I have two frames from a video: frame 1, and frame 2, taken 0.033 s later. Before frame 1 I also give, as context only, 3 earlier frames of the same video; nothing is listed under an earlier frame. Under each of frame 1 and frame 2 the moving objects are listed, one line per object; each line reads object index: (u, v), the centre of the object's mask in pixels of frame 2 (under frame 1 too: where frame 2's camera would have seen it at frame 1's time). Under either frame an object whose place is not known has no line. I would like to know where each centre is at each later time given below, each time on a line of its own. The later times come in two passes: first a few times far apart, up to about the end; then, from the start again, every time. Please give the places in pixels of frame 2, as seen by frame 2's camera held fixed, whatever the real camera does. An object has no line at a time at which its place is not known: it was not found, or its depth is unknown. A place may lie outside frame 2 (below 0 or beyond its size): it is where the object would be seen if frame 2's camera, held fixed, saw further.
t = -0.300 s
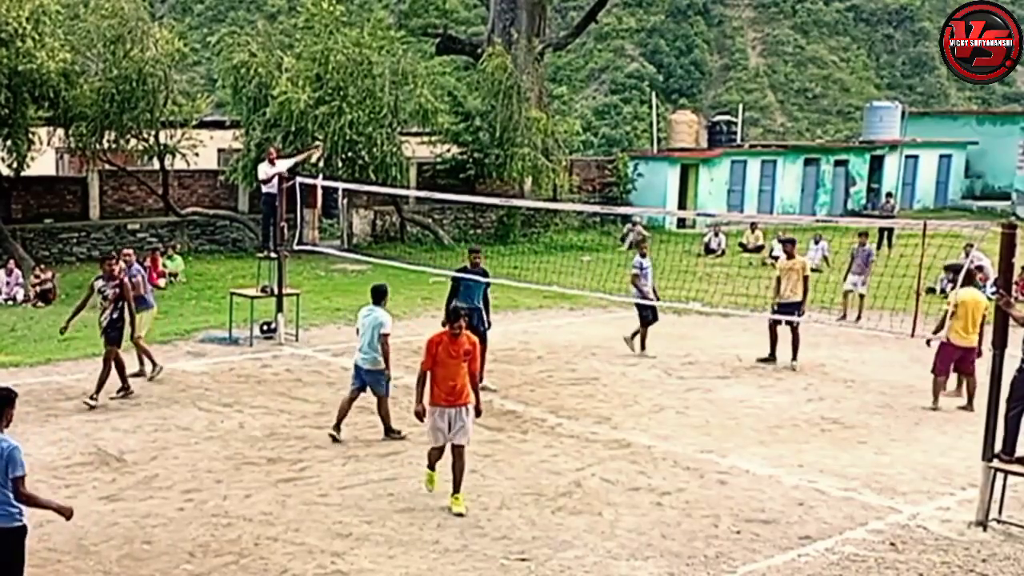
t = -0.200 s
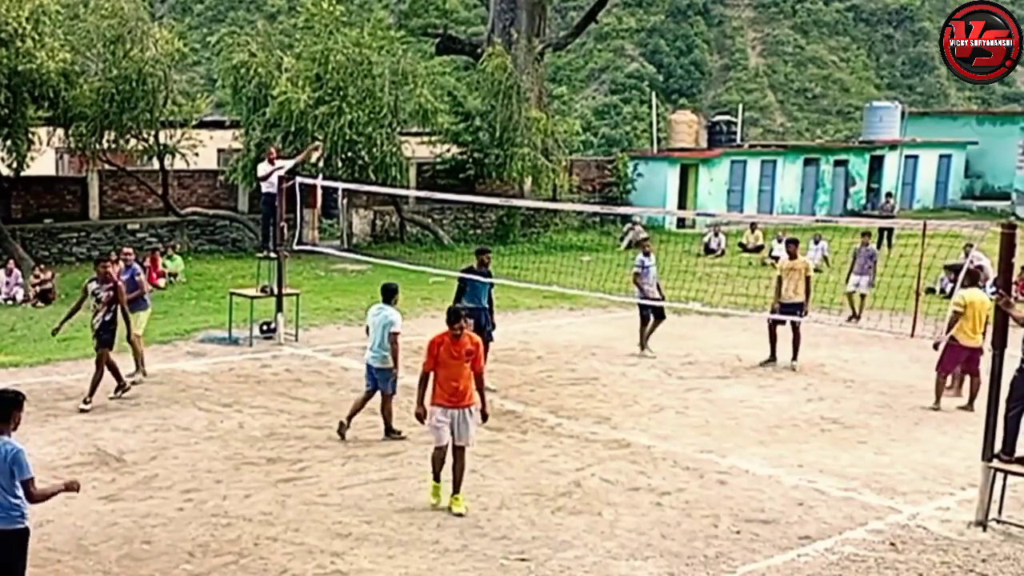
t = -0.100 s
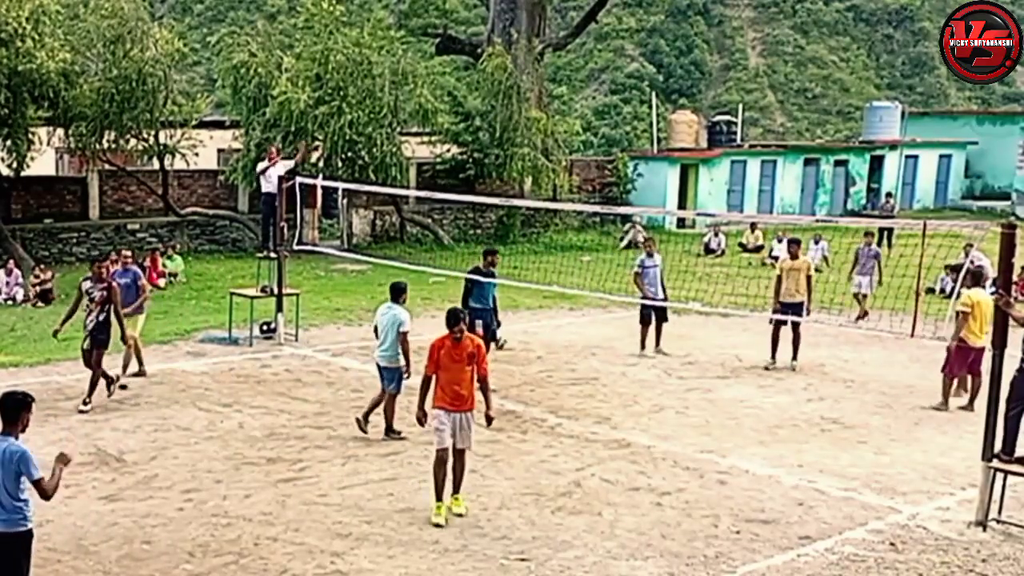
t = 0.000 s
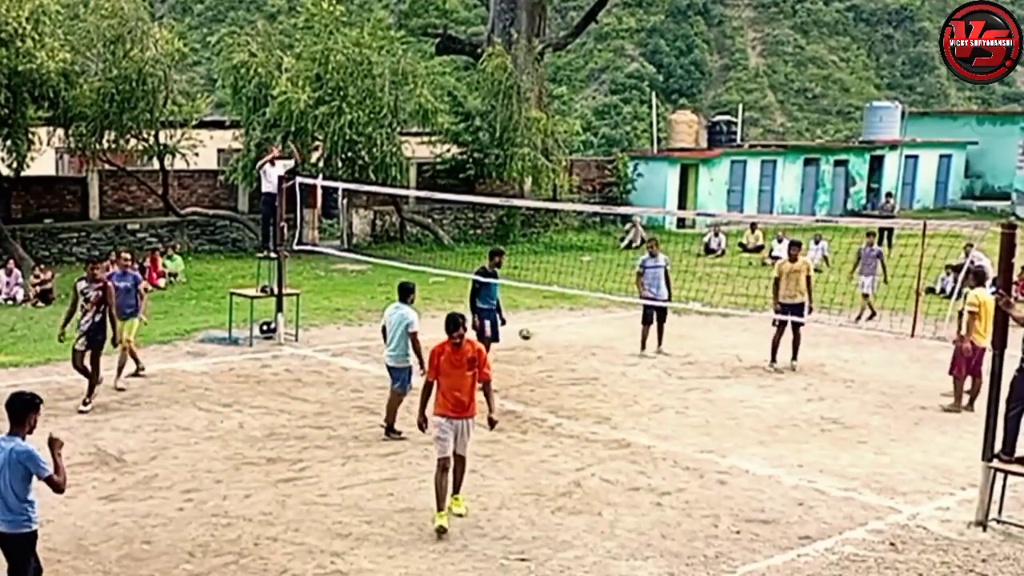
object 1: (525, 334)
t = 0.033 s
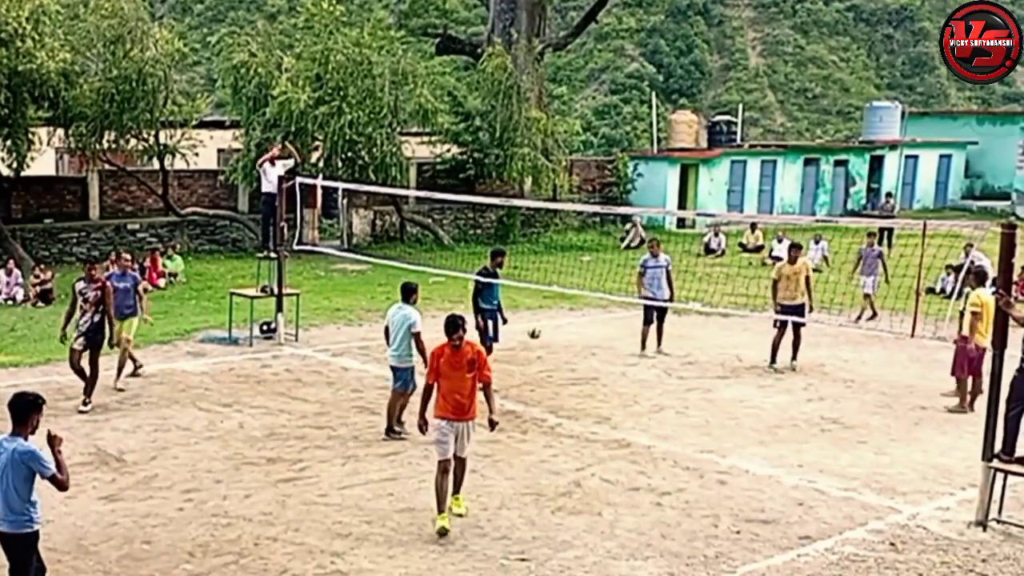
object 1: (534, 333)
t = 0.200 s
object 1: (574, 339)
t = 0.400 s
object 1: (619, 332)
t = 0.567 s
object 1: (654, 329)
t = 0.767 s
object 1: (697, 327)
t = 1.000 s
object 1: (742, 322)
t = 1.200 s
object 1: (778, 322)
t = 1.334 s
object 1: (801, 323)
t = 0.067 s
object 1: (542, 332)
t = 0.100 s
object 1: (550, 332)
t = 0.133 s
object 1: (558, 334)
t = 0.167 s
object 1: (566, 337)
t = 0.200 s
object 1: (574, 339)
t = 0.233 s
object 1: (582, 335)
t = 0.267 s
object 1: (589, 333)
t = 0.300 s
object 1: (597, 331)
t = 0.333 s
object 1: (605, 330)
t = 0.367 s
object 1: (611, 330)
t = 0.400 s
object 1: (619, 332)
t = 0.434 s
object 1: (626, 332)
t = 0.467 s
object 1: (632, 335)
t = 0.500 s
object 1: (639, 332)
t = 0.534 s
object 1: (649, 331)
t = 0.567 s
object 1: (654, 329)
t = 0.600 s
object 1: (666, 329)
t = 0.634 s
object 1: (670, 328)
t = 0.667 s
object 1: (676, 329)
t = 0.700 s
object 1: (683, 332)
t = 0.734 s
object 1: (690, 329)
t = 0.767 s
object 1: (697, 327)
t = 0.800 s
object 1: (703, 326)
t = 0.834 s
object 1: (710, 326)
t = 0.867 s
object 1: (716, 327)
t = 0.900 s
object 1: (722, 327)
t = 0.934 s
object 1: (729, 324)
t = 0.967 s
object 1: (736, 322)
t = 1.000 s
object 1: (742, 322)
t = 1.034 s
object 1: (748, 322)
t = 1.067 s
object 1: (754, 322)
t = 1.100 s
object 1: (761, 324)
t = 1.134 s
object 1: (766, 324)
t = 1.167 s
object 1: (772, 322)
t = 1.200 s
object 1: (778, 322)
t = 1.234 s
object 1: (784, 322)
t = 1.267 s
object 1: (789, 322)
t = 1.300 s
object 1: (795, 323)
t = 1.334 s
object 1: (801, 323)
